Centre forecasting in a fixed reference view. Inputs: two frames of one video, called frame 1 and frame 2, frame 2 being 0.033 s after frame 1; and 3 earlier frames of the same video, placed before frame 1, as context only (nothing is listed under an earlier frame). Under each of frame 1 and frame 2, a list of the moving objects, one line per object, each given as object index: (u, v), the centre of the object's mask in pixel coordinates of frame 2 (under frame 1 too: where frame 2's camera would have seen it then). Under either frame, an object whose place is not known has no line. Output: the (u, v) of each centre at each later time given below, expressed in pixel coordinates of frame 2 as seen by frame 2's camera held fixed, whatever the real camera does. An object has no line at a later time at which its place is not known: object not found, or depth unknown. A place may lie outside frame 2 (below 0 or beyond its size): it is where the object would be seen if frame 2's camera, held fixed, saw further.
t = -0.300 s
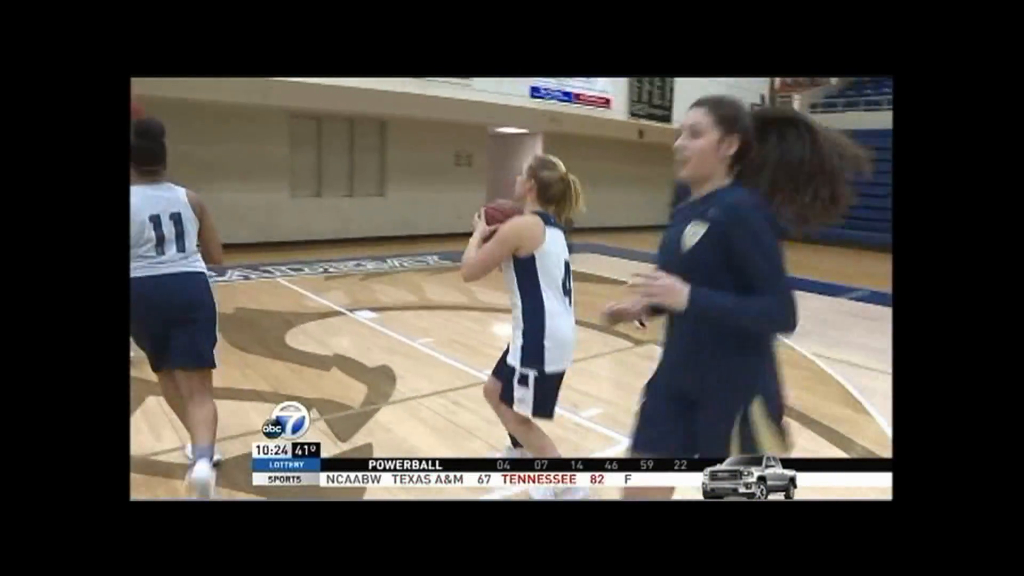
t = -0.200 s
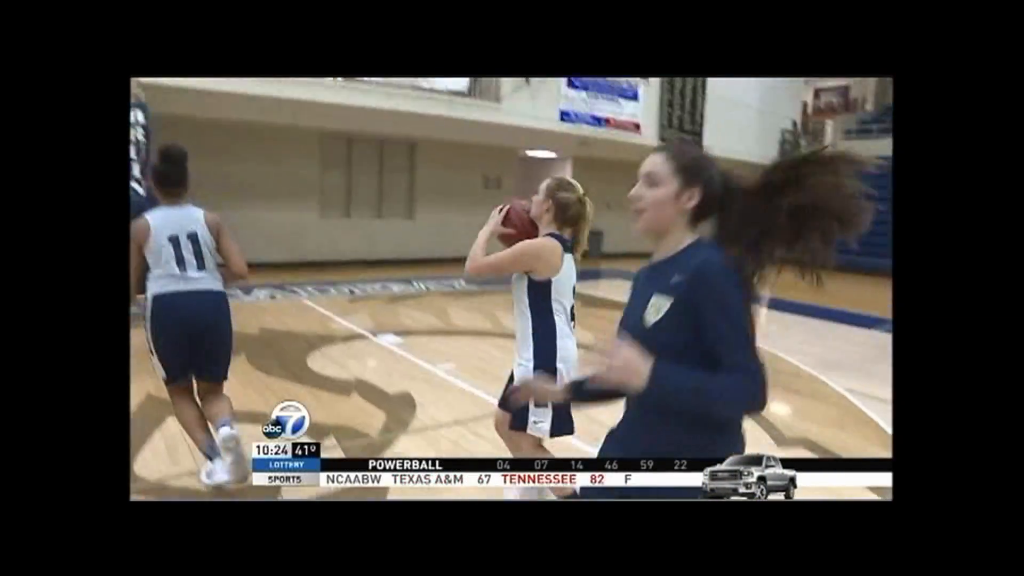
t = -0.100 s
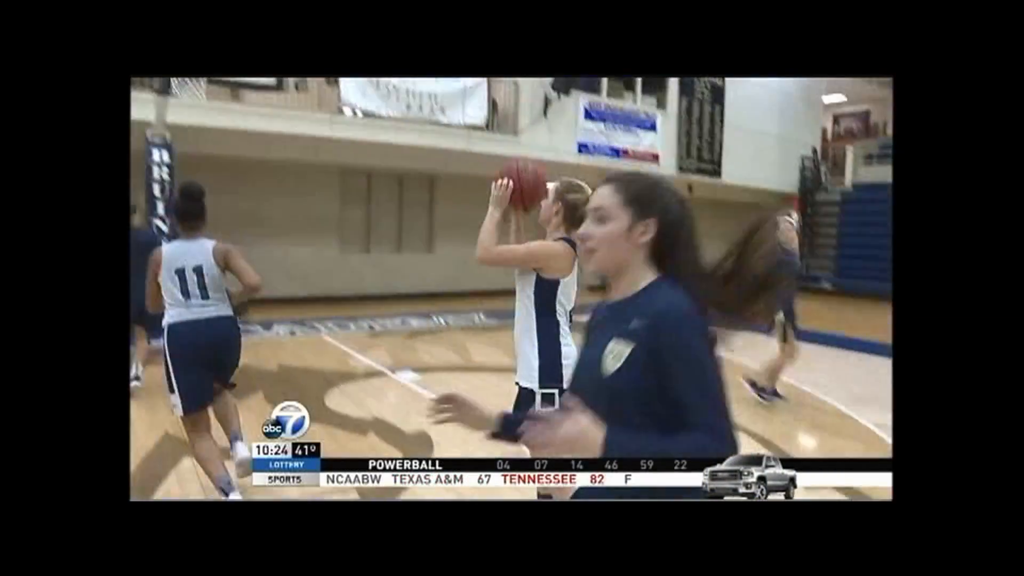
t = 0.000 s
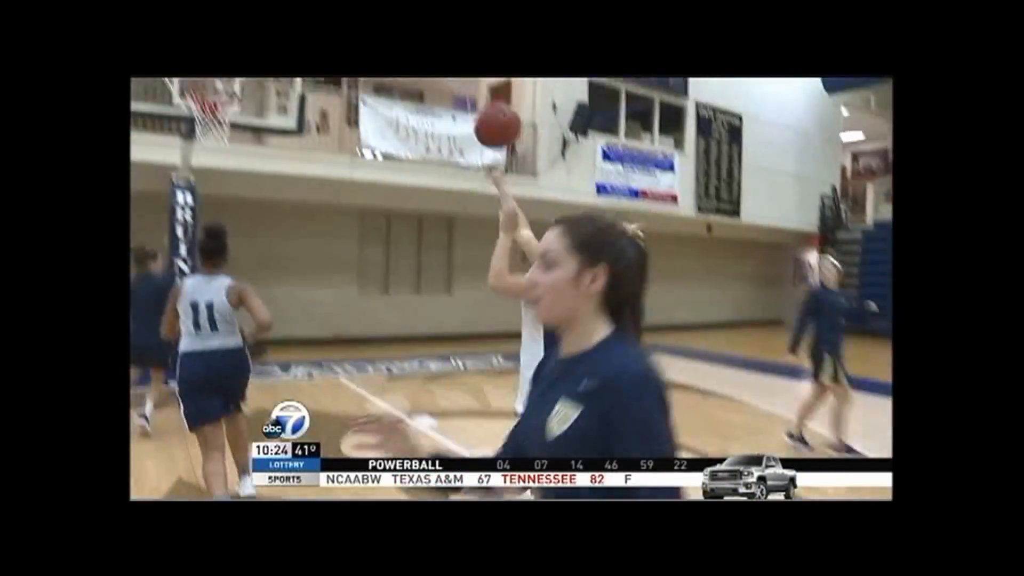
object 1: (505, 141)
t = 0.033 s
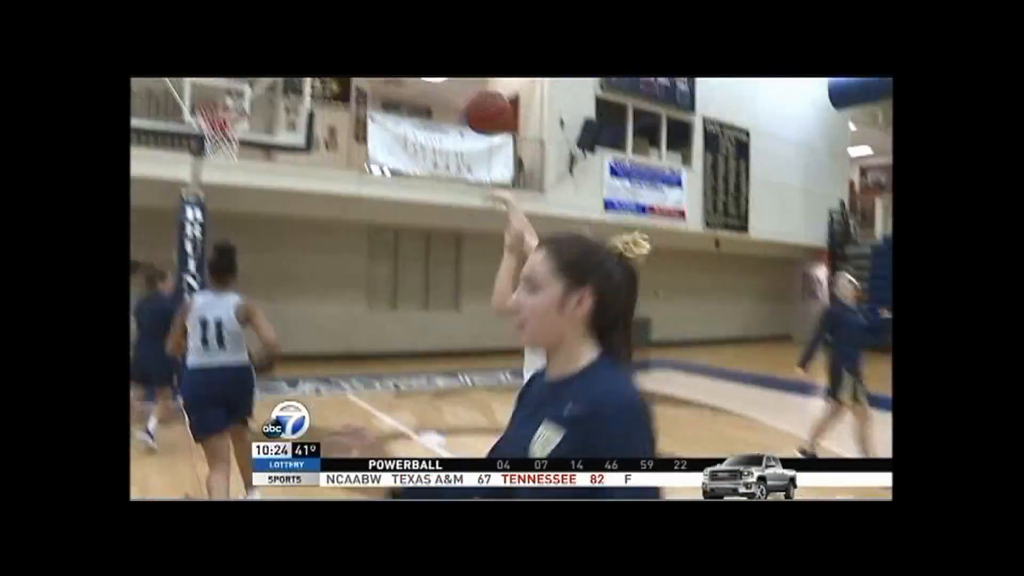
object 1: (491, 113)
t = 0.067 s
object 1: (470, 86)
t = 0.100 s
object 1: (455, 63)
